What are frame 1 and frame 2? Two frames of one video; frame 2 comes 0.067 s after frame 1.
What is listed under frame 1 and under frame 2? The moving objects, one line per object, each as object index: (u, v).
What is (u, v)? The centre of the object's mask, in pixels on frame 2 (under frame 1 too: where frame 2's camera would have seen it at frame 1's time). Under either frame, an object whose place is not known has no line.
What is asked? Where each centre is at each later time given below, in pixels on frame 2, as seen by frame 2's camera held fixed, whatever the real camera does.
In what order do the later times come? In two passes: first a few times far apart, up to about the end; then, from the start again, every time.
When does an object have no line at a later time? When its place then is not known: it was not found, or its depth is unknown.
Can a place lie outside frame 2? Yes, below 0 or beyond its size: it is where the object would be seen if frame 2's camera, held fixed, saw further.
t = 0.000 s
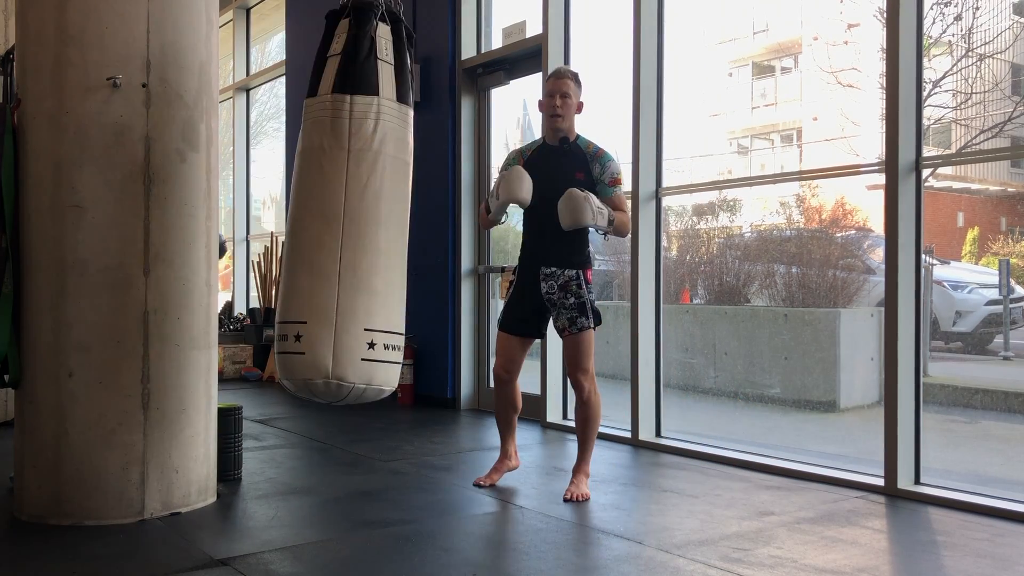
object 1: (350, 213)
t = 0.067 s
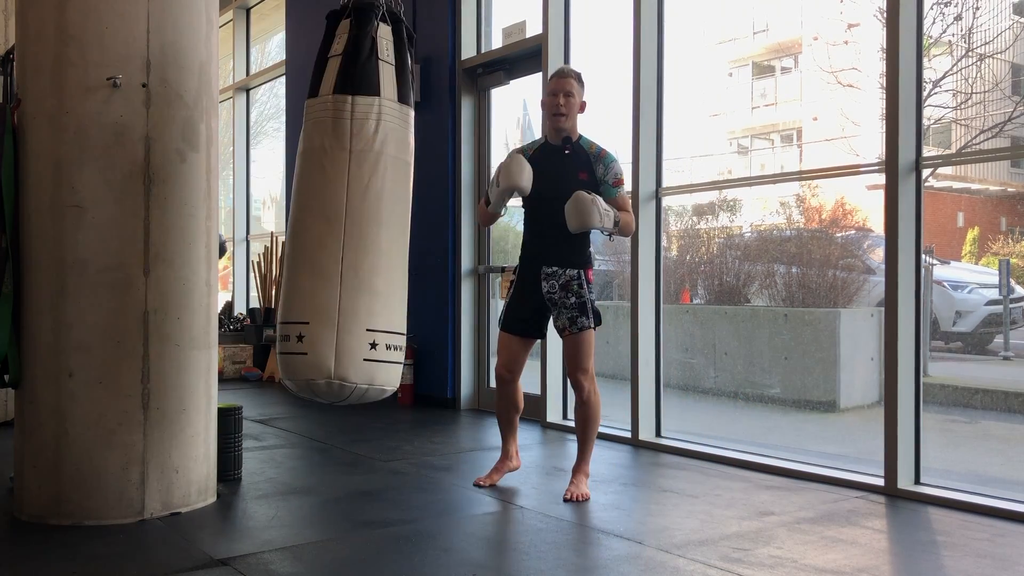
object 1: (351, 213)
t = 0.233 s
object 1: (359, 213)
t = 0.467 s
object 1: (375, 215)
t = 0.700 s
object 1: (396, 215)
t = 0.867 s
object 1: (408, 214)
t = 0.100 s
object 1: (352, 213)
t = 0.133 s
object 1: (354, 213)
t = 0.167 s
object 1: (355, 213)
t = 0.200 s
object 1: (357, 213)
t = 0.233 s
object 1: (359, 213)
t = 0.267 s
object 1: (360, 214)
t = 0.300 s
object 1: (363, 214)
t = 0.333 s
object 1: (365, 214)
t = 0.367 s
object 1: (368, 214)
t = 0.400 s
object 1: (370, 214)
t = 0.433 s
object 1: (373, 215)
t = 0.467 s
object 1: (375, 215)
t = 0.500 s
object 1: (378, 215)
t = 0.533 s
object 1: (381, 215)
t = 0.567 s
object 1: (384, 215)
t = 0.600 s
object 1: (387, 215)
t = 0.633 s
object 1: (390, 215)
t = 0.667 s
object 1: (393, 215)
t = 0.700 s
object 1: (396, 215)
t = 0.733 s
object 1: (398, 215)
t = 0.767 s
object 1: (401, 214)
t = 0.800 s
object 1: (403, 214)
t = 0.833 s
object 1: (406, 214)
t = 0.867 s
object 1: (408, 214)
